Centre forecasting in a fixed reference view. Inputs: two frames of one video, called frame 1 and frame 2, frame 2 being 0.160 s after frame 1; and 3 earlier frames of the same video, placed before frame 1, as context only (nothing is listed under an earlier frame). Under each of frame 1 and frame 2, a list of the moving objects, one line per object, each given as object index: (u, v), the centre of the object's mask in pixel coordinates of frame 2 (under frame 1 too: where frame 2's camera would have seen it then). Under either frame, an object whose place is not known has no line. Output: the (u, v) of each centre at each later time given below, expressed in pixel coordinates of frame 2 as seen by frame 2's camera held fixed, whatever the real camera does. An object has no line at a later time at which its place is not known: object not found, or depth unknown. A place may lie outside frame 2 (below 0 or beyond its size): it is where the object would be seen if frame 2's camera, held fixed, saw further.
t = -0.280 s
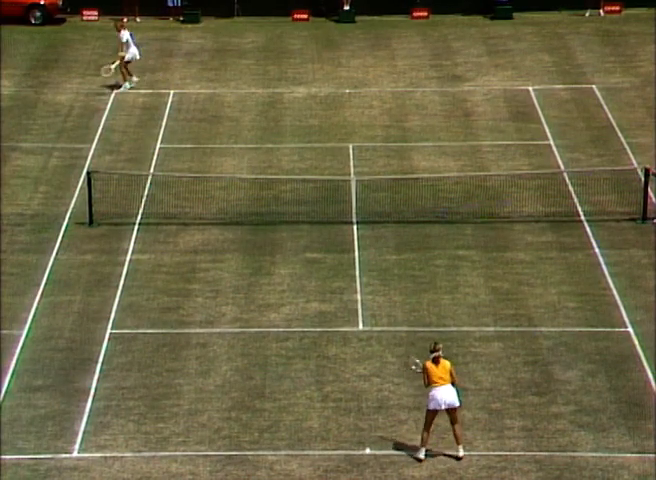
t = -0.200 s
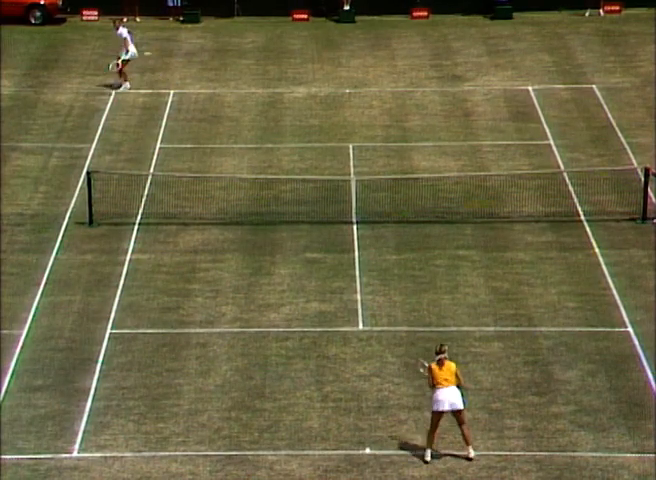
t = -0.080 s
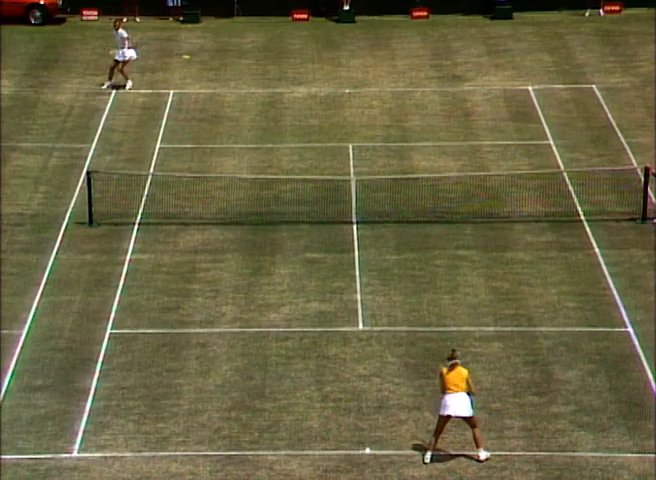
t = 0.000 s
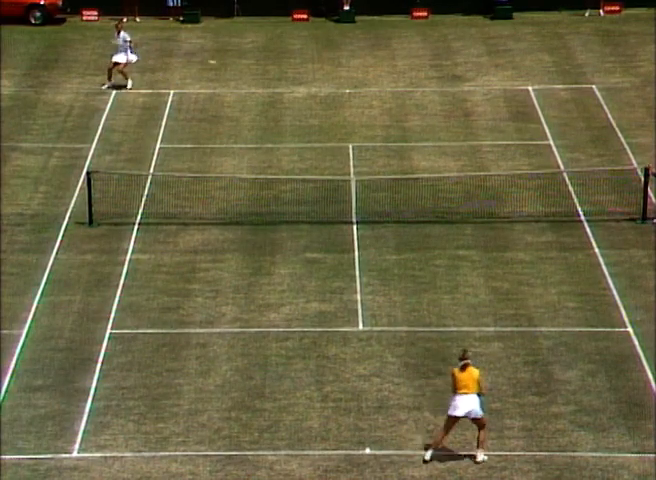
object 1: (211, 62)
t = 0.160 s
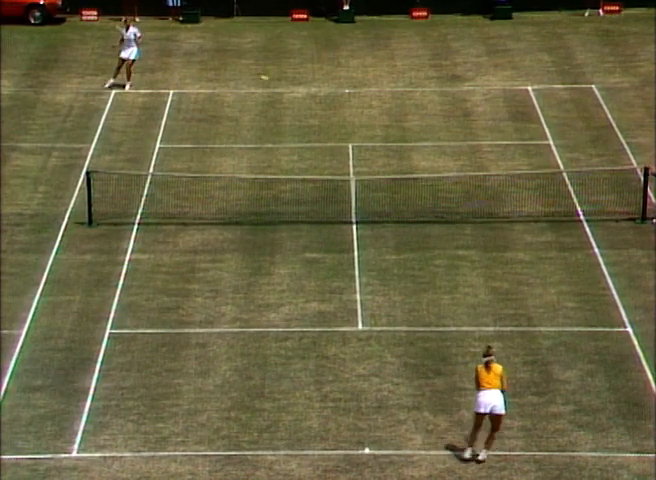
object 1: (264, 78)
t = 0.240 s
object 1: (291, 89)
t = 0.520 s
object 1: (390, 150)
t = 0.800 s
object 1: (494, 248)
